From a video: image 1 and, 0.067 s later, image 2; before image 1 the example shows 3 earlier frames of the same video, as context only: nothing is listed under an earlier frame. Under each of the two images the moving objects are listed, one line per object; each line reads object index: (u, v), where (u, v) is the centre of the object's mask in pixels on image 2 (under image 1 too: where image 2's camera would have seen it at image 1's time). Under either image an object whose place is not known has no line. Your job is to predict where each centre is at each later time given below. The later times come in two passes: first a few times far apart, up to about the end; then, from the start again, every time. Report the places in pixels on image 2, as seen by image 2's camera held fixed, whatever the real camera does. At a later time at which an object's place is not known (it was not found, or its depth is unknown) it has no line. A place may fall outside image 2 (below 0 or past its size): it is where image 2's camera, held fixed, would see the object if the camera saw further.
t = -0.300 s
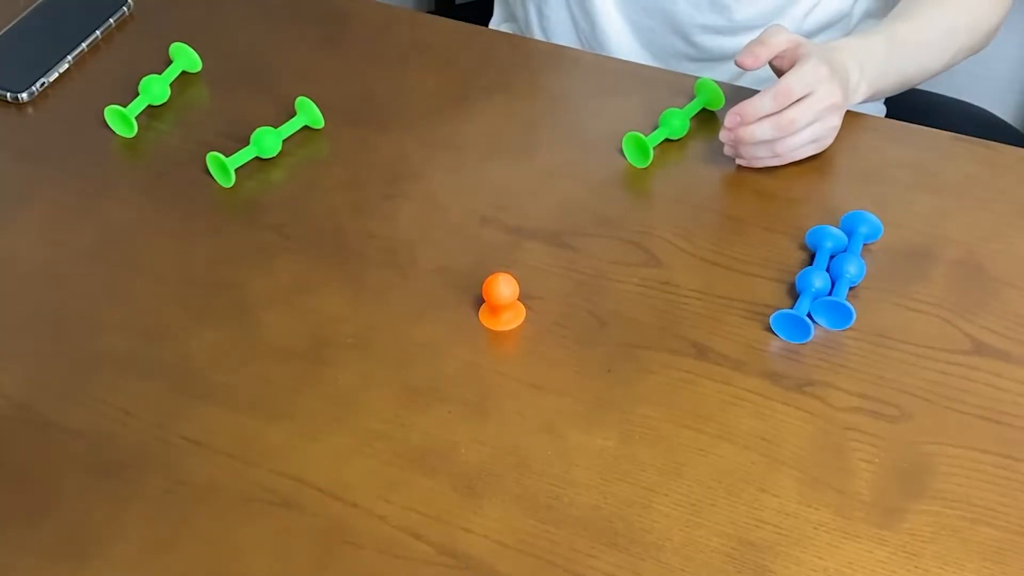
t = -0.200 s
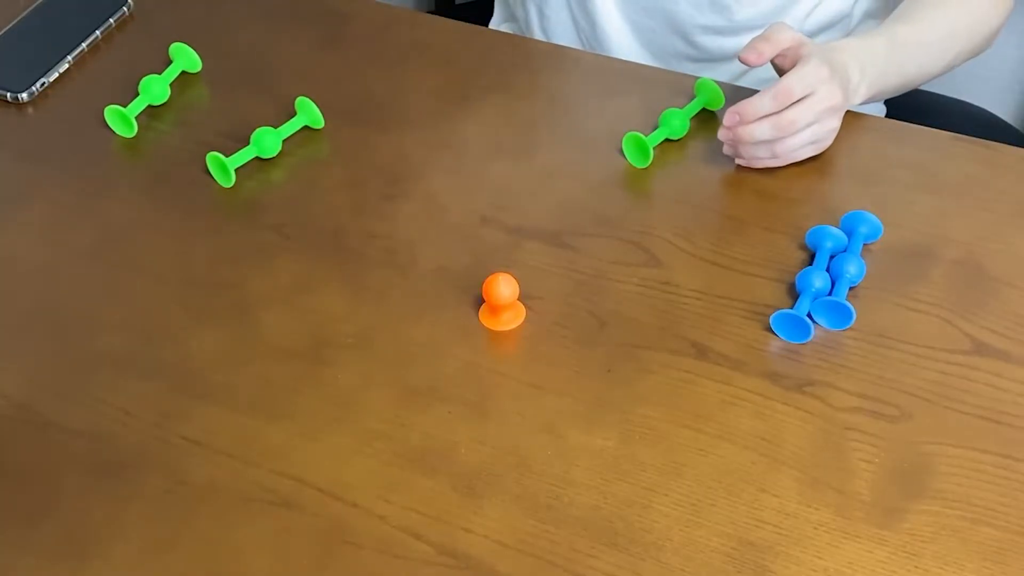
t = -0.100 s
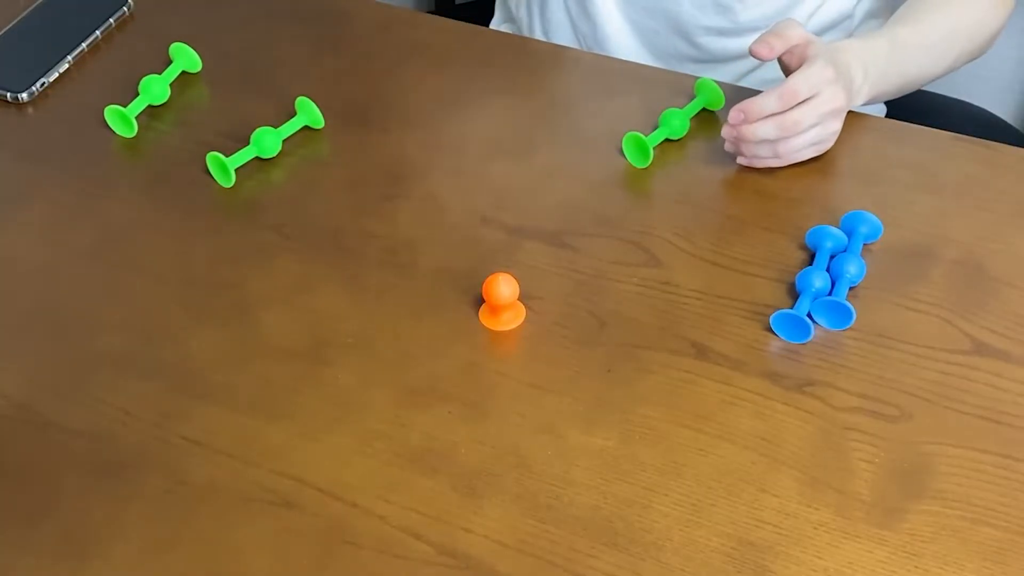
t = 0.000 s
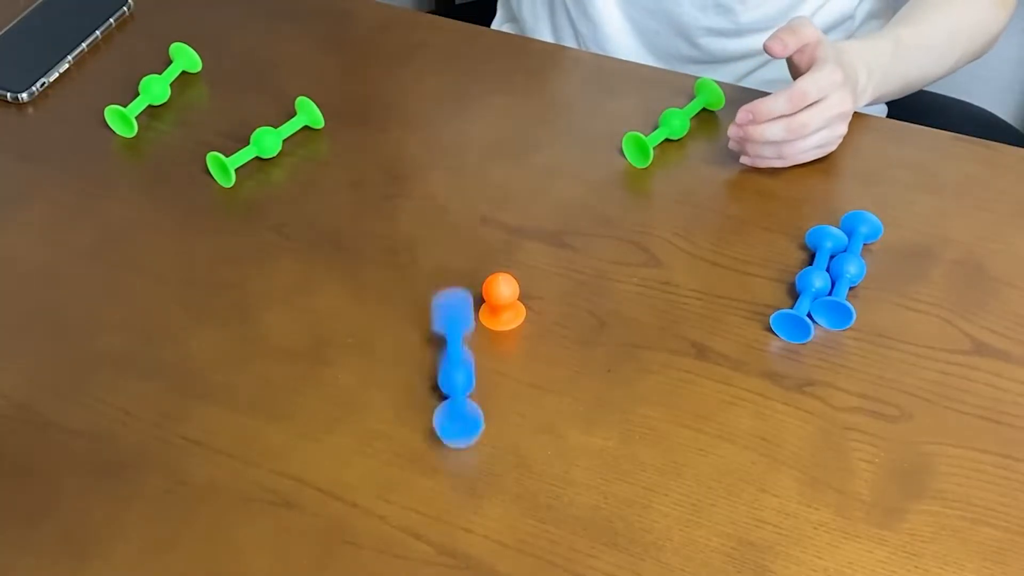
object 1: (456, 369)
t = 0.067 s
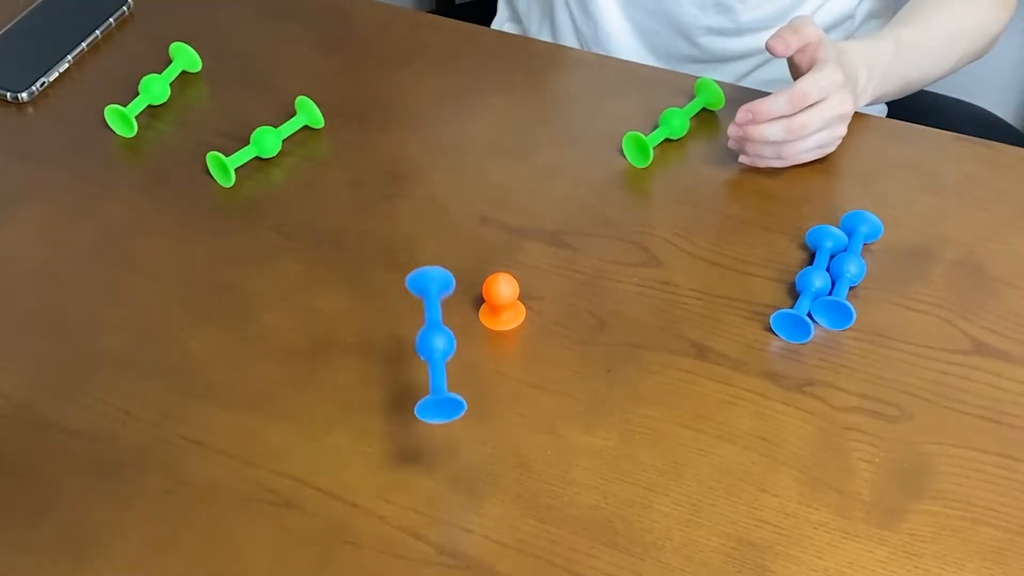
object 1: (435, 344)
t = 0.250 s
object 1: (393, 478)
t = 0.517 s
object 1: (313, 552)
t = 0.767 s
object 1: (235, 558)
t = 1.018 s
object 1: (189, 554)
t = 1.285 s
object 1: (190, 554)
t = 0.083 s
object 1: (430, 341)
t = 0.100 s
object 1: (425, 341)
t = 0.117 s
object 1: (420, 344)
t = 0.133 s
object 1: (415, 349)
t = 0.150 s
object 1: (411, 357)
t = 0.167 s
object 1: (407, 370)
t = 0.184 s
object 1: (404, 387)
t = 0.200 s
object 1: (400, 407)
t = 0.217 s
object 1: (398, 428)
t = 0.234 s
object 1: (395, 451)
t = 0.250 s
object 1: (393, 478)
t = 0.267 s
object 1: (392, 500)
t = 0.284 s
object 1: (384, 500)
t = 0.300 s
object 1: (374, 500)
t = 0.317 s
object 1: (365, 500)
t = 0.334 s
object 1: (356, 504)
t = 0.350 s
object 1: (348, 512)
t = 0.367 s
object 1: (339, 523)
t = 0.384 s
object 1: (332, 537)
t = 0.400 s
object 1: (334, 545)
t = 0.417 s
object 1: (342, 543)
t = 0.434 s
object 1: (342, 542)
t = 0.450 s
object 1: (339, 542)
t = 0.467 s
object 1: (333, 548)
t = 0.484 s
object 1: (326, 548)
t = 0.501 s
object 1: (320, 549)
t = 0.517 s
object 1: (313, 552)
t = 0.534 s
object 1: (308, 556)
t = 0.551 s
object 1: (303, 560)
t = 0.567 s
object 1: (298, 561)
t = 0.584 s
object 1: (293, 562)
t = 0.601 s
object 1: (288, 562)
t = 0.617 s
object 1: (283, 562)
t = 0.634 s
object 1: (278, 562)
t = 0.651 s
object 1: (273, 562)
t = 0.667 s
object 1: (267, 561)
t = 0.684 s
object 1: (261, 560)
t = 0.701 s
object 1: (255, 560)
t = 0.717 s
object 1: (250, 559)
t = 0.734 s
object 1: (244, 559)
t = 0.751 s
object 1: (240, 558)
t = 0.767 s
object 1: (235, 558)
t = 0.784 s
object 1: (231, 558)
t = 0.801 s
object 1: (227, 557)
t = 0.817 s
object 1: (223, 557)
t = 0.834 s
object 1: (219, 556)
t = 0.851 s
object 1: (215, 556)
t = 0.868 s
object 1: (212, 556)
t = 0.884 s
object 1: (208, 555)
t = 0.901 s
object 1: (204, 555)
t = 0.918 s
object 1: (200, 555)
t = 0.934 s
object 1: (197, 555)
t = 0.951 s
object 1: (193, 555)
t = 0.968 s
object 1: (190, 554)
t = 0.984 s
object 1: (189, 554)
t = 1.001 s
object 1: (188, 554)
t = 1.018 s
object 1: (189, 554)
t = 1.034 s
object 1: (189, 554)
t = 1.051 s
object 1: (189, 554)
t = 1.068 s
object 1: (189, 554)
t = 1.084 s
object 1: (189, 554)
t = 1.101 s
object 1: (189, 554)
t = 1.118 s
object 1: (189, 554)
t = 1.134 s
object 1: (190, 554)
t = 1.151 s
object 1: (190, 554)
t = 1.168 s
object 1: (190, 554)
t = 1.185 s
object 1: (190, 554)
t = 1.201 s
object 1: (190, 554)
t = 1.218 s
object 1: (190, 554)
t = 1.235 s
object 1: (190, 554)
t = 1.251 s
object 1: (190, 554)
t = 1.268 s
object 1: (190, 554)
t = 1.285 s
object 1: (190, 554)
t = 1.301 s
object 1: (190, 554)
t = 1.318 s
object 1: (190, 554)
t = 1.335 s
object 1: (190, 554)
